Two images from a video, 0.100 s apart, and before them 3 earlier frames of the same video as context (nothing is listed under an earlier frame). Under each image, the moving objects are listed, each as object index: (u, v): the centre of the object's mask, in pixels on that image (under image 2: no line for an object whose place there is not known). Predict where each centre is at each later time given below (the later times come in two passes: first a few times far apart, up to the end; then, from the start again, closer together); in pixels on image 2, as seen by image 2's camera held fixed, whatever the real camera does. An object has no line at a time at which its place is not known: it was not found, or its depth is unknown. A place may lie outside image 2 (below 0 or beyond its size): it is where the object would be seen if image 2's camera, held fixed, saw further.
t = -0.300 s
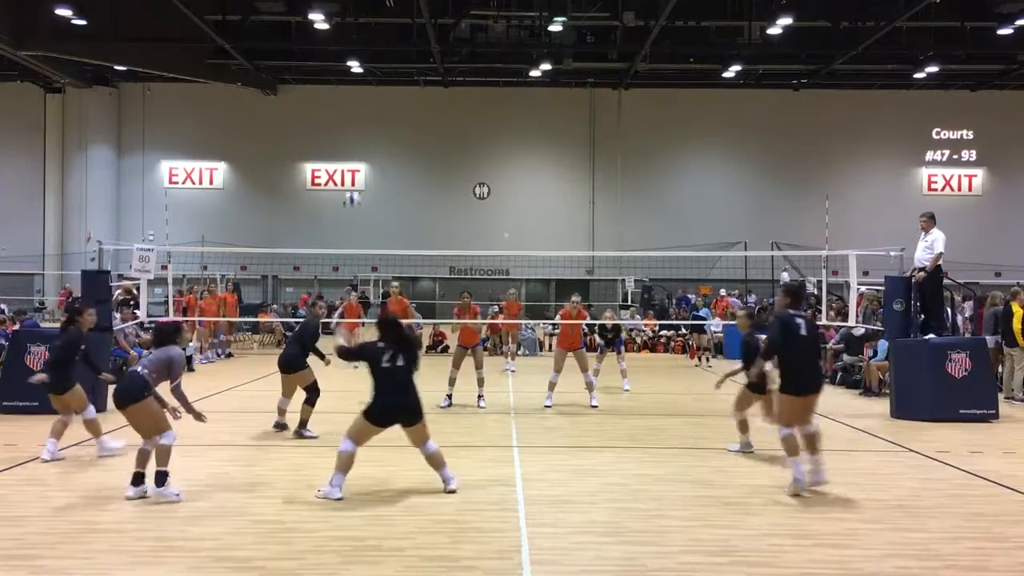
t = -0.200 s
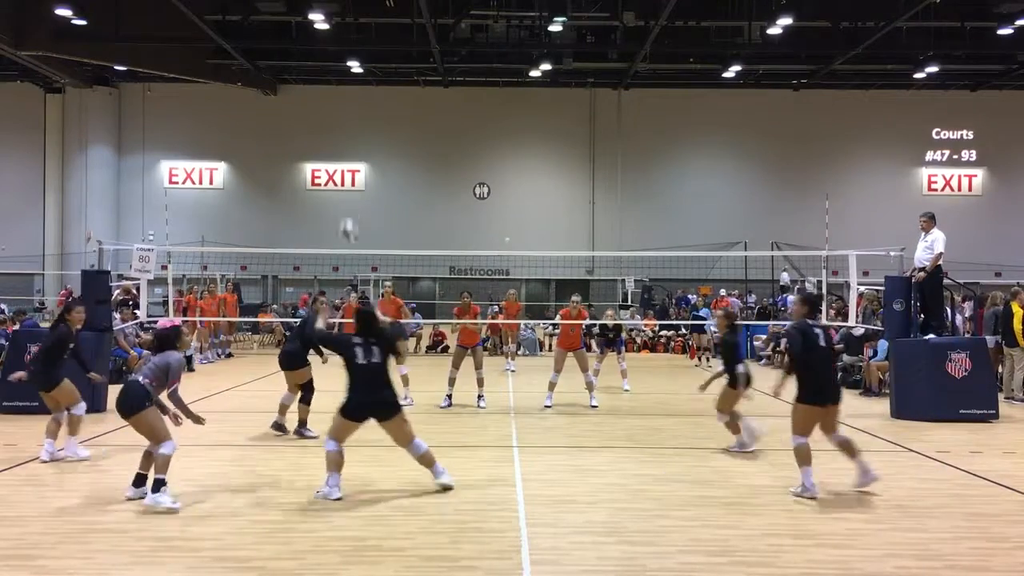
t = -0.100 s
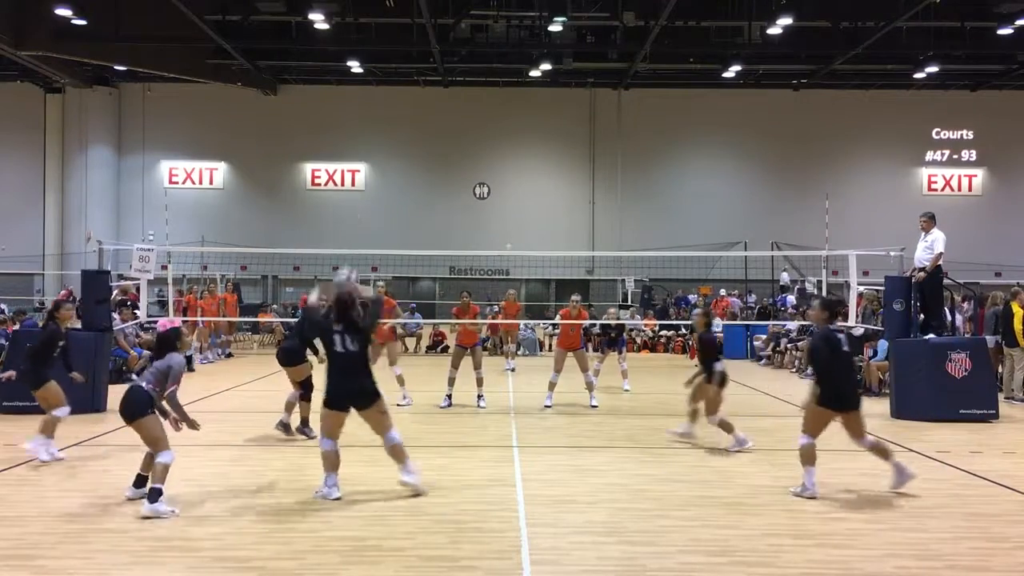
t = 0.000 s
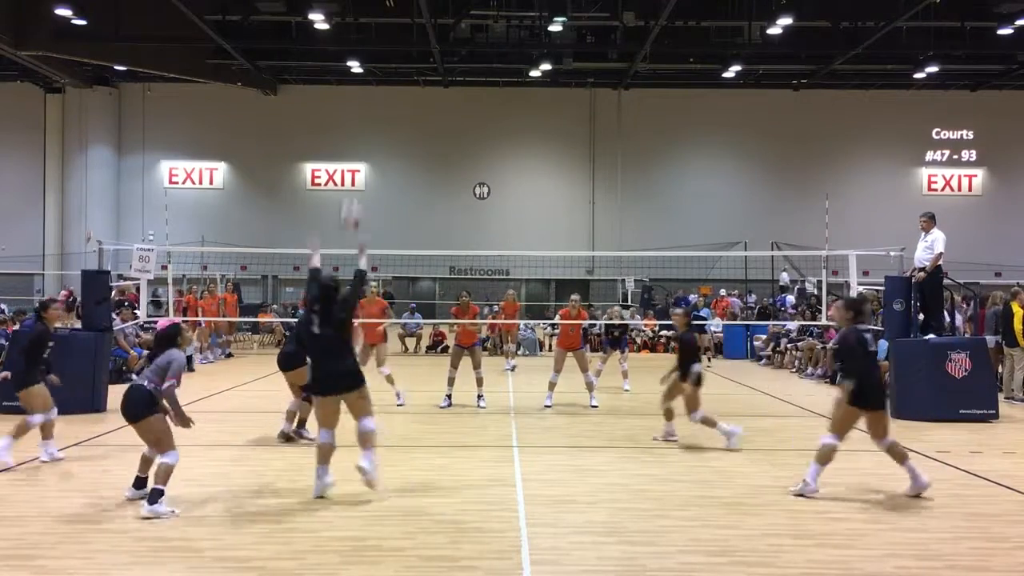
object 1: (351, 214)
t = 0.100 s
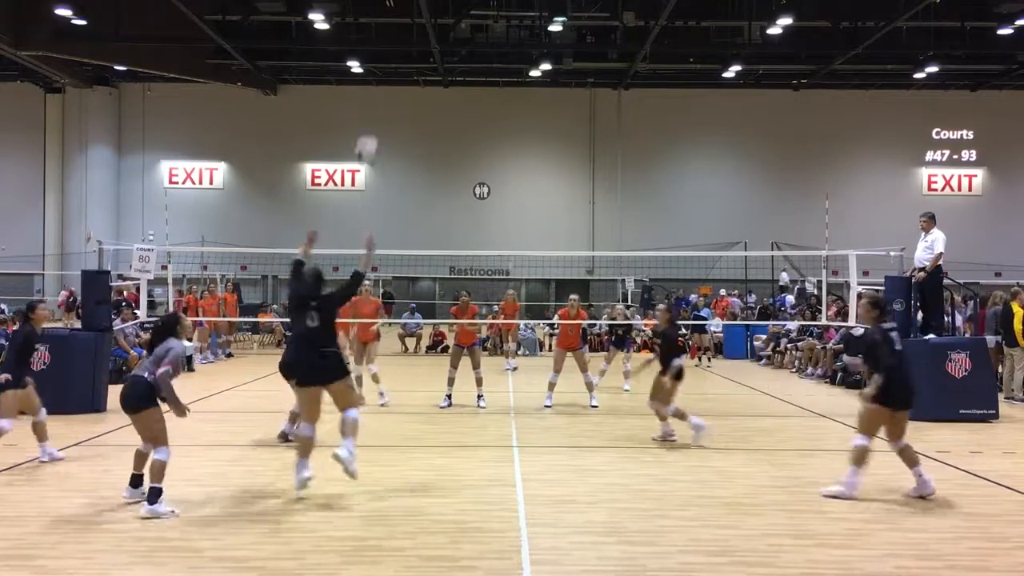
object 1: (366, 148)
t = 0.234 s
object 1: (383, 87)
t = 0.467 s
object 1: (411, 30)
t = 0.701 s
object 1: (436, 29)
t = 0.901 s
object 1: (454, 67)
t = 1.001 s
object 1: (463, 100)
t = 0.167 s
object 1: (375, 117)
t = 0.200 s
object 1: (379, 101)
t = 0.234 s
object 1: (383, 87)
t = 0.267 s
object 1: (387, 76)
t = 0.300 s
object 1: (391, 65)
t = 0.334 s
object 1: (395, 55)
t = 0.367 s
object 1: (400, 47)
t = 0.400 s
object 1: (403, 40)
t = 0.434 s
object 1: (407, 34)
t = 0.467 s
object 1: (411, 30)
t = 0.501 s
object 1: (414, 26)
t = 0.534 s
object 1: (419, 24)
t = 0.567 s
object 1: (422, 22)
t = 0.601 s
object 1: (425, 23)
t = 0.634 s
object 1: (429, 24)
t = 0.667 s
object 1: (432, 26)
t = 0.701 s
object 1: (436, 29)
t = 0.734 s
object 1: (438, 33)
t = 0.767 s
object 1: (442, 38)
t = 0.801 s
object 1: (445, 44)
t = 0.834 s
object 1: (448, 51)
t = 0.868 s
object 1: (451, 59)
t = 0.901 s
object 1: (454, 67)
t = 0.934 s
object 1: (457, 77)
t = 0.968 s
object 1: (460, 88)
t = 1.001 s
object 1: (463, 100)
